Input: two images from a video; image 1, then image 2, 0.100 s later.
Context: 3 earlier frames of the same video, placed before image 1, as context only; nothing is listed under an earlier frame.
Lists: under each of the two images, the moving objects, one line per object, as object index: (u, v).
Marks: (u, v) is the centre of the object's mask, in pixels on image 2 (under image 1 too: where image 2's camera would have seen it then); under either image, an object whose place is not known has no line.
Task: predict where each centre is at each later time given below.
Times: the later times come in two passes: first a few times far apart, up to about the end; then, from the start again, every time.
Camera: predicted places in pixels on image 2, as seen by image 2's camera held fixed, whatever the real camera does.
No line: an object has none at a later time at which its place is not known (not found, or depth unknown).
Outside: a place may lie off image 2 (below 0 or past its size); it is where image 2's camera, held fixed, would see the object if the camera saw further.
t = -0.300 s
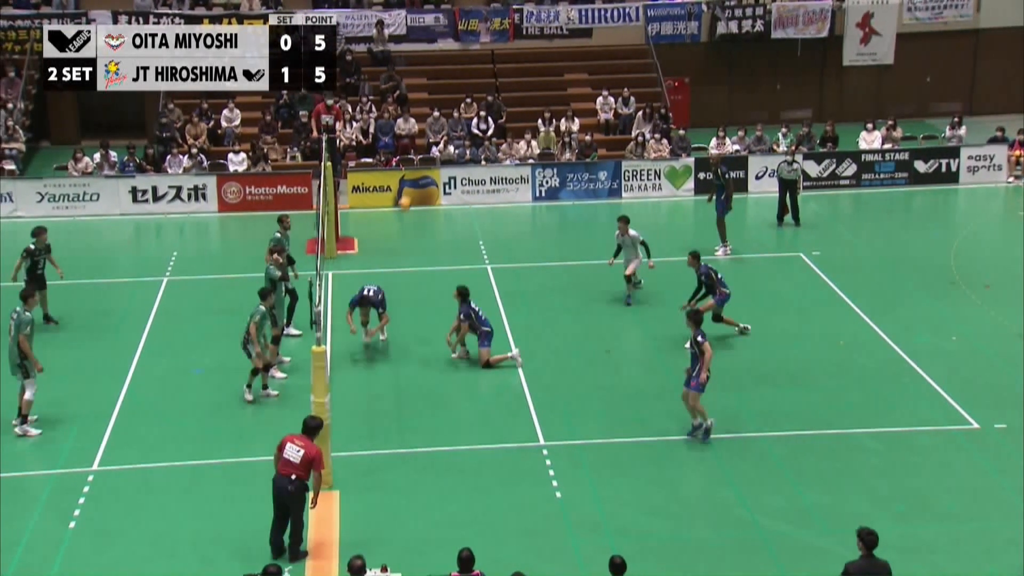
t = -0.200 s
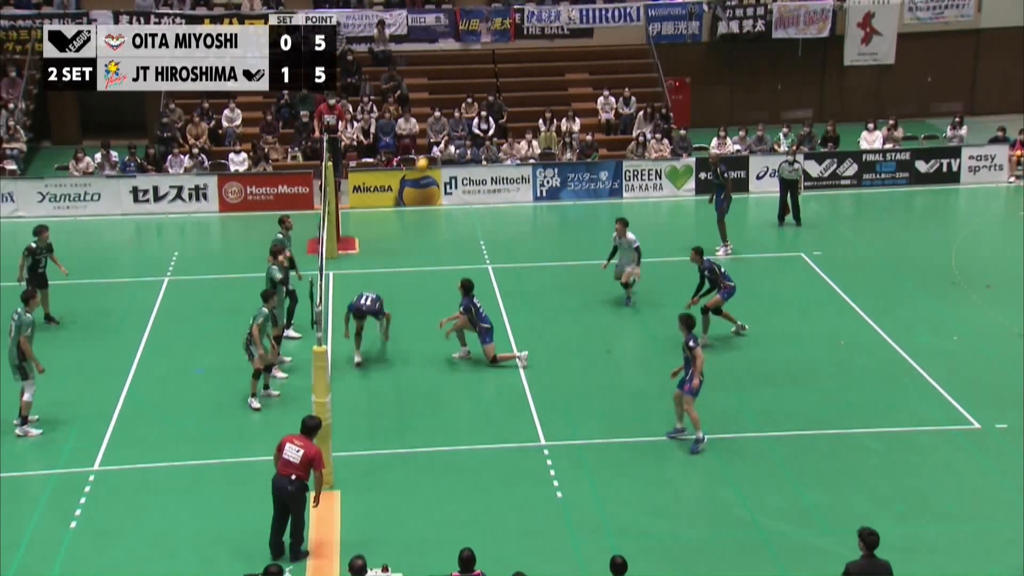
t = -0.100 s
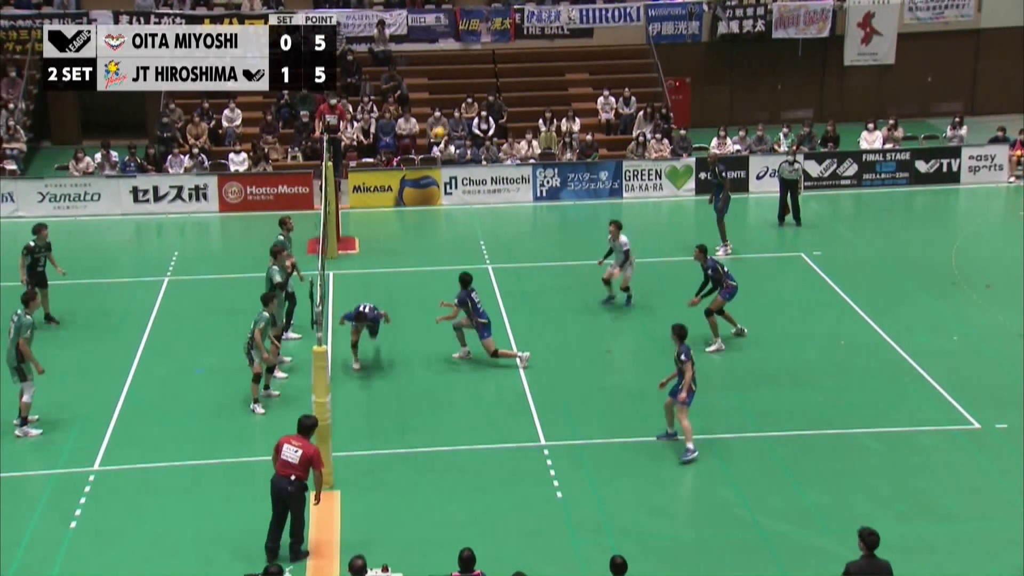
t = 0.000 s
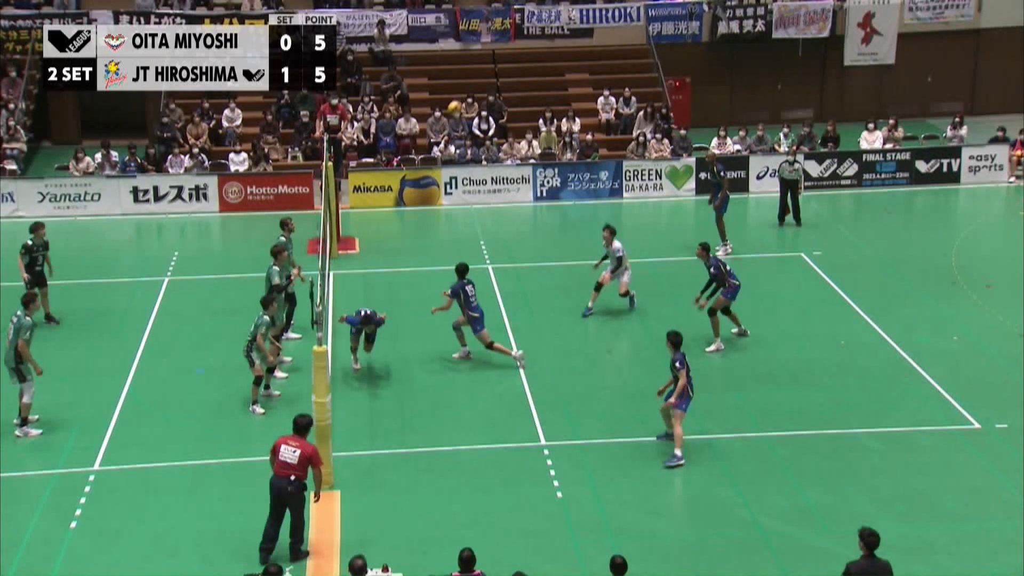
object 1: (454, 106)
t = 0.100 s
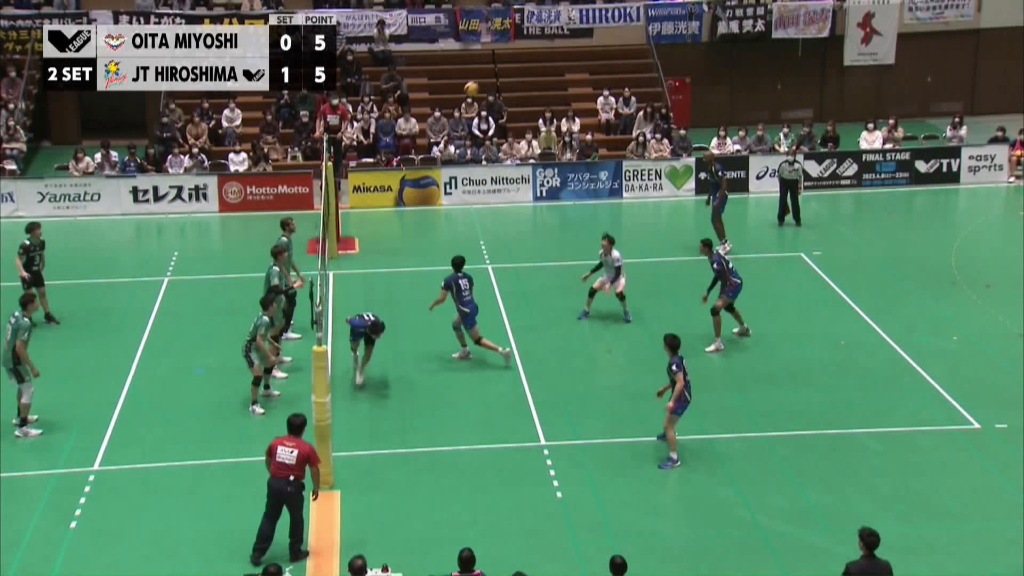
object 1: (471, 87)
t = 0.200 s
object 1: (488, 76)
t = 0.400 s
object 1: (521, 70)
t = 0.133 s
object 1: (477, 84)
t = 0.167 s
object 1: (482, 80)
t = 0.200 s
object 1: (488, 76)
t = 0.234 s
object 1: (493, 72)
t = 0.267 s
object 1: (499, 71)
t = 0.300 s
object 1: (505, 70)
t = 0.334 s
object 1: (510, 69)
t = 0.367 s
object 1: (516, 69)
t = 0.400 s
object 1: (521, 70)
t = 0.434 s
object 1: (527, 71)
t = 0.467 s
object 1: (532, 72)
